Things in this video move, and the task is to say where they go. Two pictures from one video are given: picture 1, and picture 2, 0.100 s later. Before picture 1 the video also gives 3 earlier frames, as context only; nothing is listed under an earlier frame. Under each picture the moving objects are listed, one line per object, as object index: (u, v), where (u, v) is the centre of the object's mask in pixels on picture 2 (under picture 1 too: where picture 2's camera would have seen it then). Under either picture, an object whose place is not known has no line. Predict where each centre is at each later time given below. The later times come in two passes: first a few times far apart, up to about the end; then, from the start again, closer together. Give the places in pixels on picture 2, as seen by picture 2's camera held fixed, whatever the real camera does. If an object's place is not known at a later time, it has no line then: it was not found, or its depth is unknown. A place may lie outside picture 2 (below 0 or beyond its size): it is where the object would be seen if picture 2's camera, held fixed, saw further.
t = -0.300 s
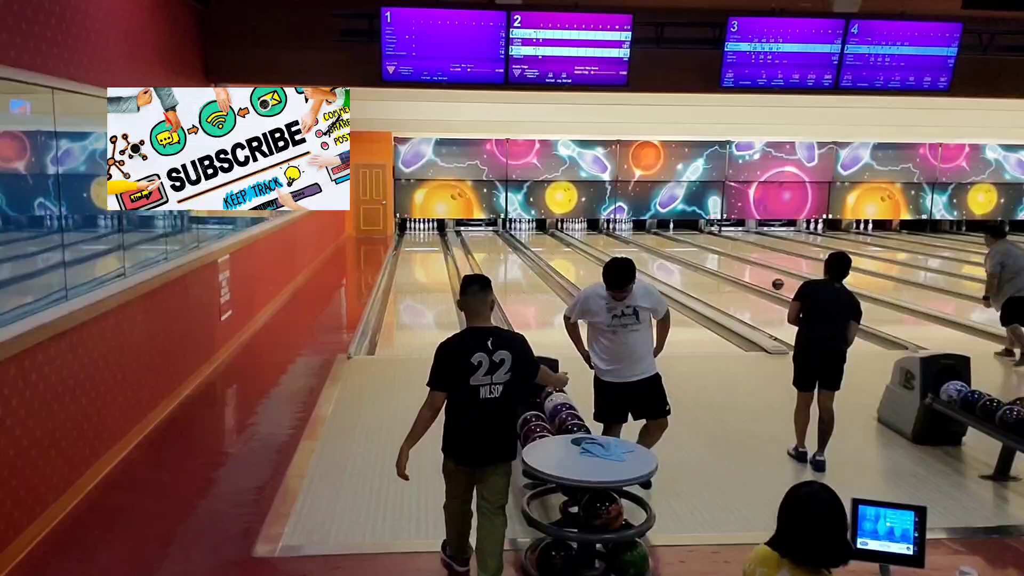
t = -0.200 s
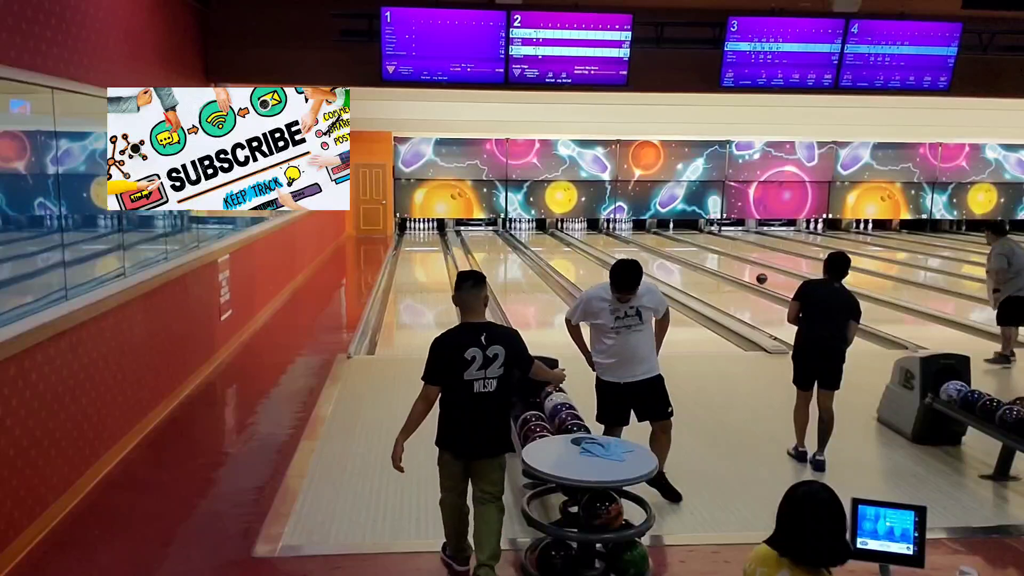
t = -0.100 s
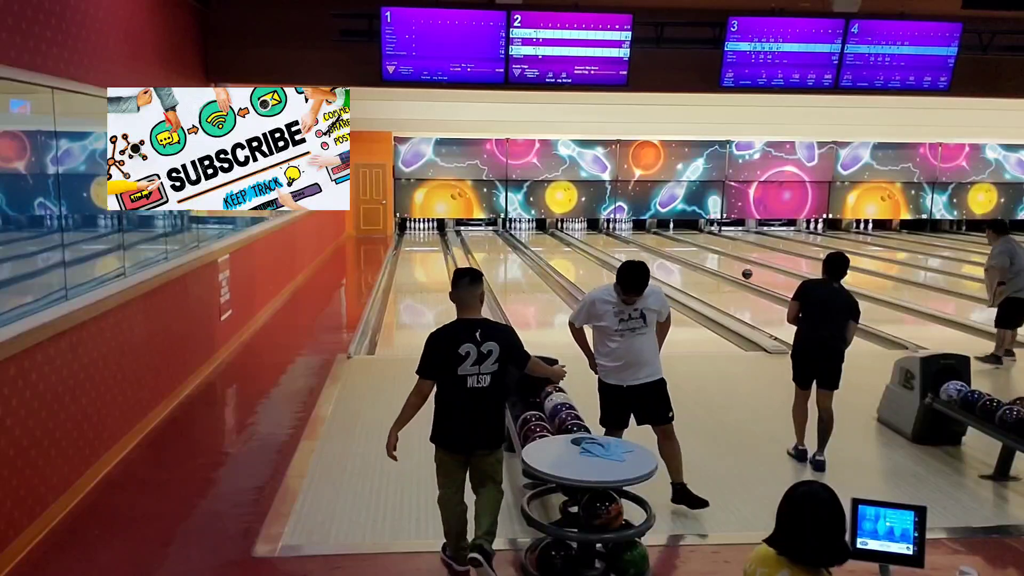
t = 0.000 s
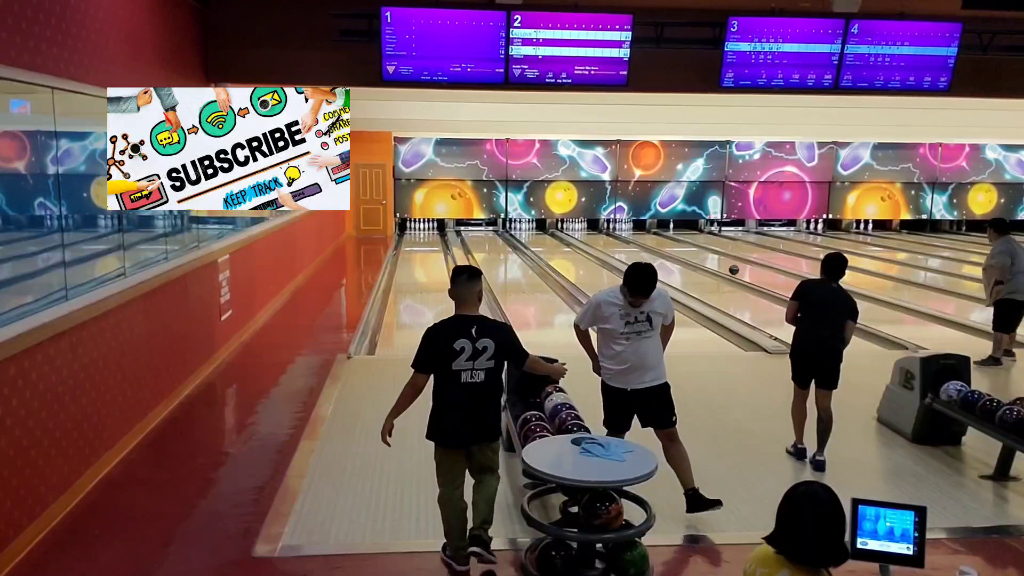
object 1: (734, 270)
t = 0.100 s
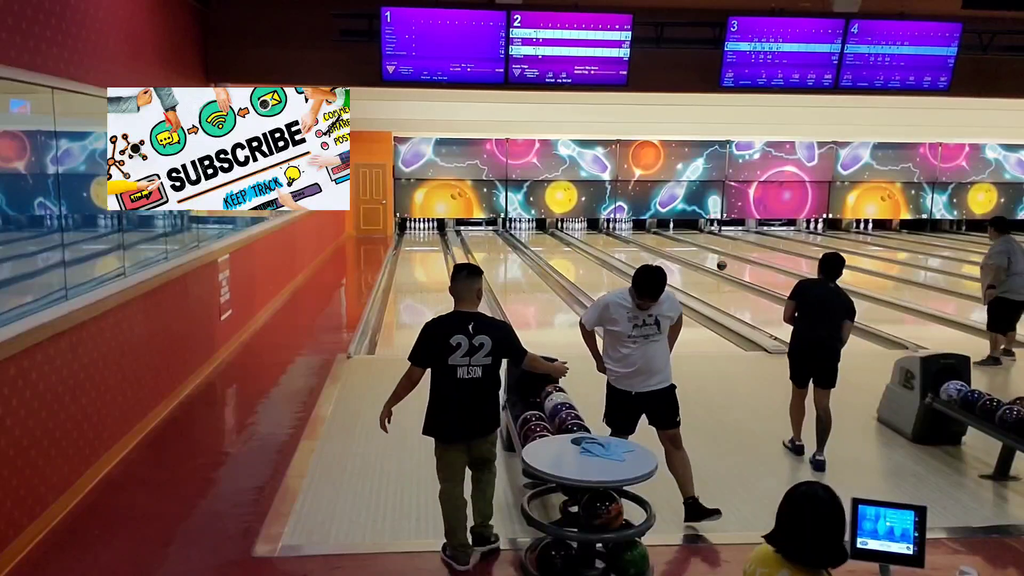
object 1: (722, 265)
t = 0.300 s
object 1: (701, 259)
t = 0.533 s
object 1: (678, 251)
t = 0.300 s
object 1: (701, 259)
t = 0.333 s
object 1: (698, 258)
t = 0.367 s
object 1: (695, 257)
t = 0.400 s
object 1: (691, 256)
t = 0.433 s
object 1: (688, 254)
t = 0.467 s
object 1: (685, 253)
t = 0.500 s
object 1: (680, 252)
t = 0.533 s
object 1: (678, 251)
